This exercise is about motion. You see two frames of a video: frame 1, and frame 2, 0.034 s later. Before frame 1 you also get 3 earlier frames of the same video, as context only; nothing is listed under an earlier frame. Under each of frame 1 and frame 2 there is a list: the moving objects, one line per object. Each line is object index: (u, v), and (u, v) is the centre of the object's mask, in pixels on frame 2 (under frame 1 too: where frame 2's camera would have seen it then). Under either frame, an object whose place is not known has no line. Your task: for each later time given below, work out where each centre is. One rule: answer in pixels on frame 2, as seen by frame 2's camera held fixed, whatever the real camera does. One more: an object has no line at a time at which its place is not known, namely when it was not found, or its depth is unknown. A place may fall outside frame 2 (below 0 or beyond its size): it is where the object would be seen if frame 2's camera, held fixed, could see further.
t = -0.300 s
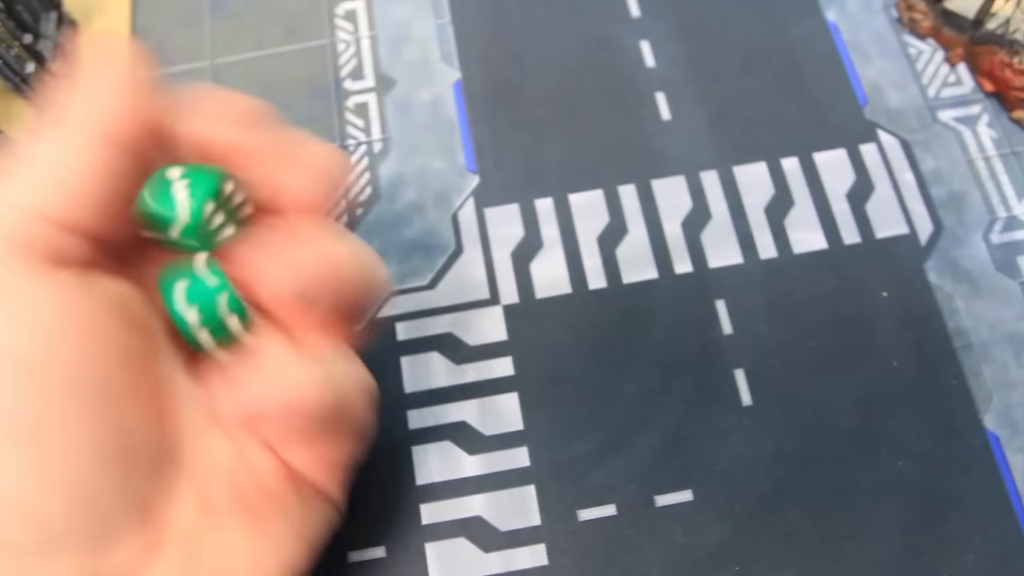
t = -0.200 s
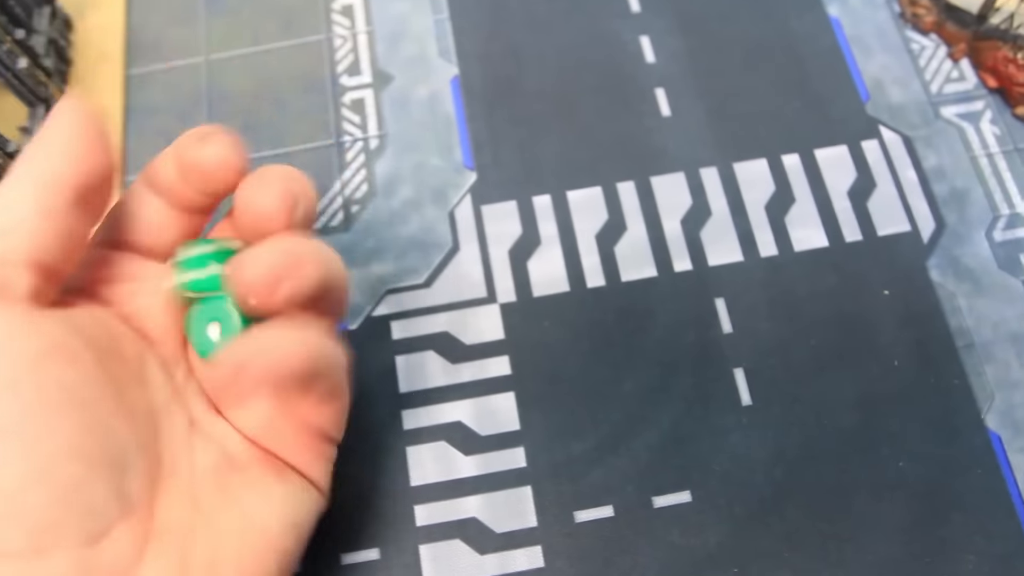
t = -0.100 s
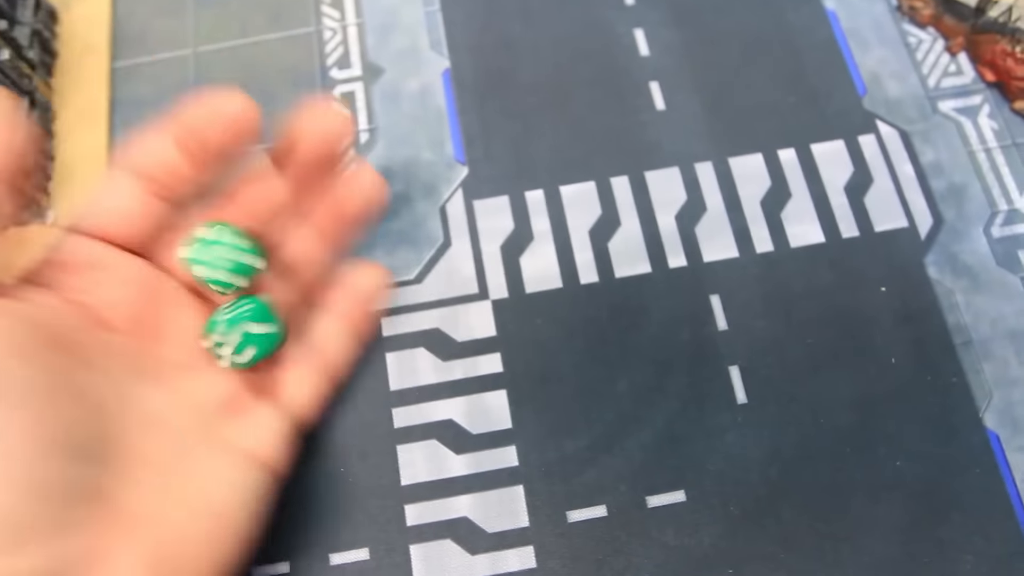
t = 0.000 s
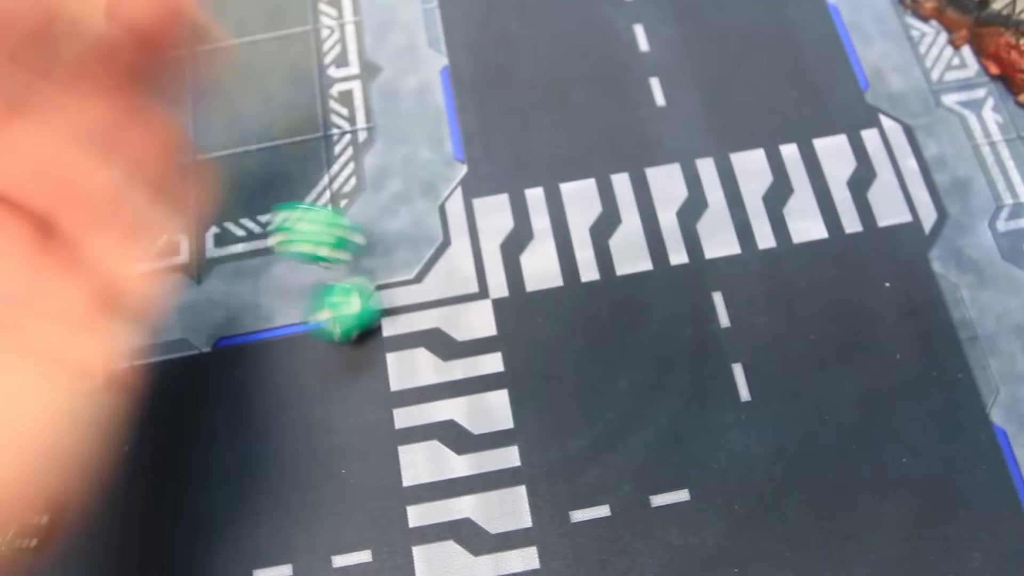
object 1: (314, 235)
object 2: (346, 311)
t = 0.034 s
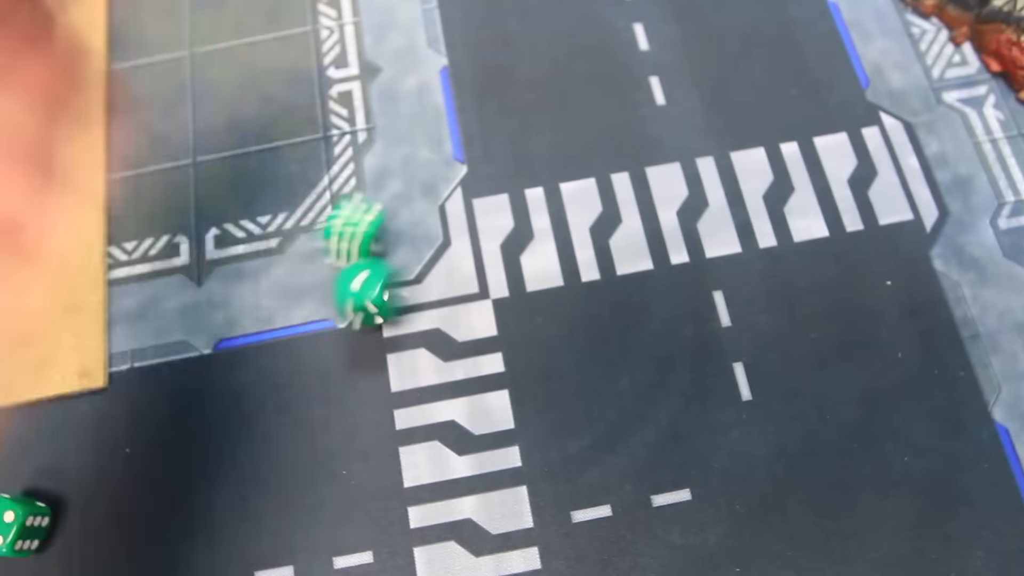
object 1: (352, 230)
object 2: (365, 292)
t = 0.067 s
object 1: (366, 205)
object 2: (394, 284)
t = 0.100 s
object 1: (386, 191)
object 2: (419, 274)
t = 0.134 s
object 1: (411, 190)
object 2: (440, 262)
